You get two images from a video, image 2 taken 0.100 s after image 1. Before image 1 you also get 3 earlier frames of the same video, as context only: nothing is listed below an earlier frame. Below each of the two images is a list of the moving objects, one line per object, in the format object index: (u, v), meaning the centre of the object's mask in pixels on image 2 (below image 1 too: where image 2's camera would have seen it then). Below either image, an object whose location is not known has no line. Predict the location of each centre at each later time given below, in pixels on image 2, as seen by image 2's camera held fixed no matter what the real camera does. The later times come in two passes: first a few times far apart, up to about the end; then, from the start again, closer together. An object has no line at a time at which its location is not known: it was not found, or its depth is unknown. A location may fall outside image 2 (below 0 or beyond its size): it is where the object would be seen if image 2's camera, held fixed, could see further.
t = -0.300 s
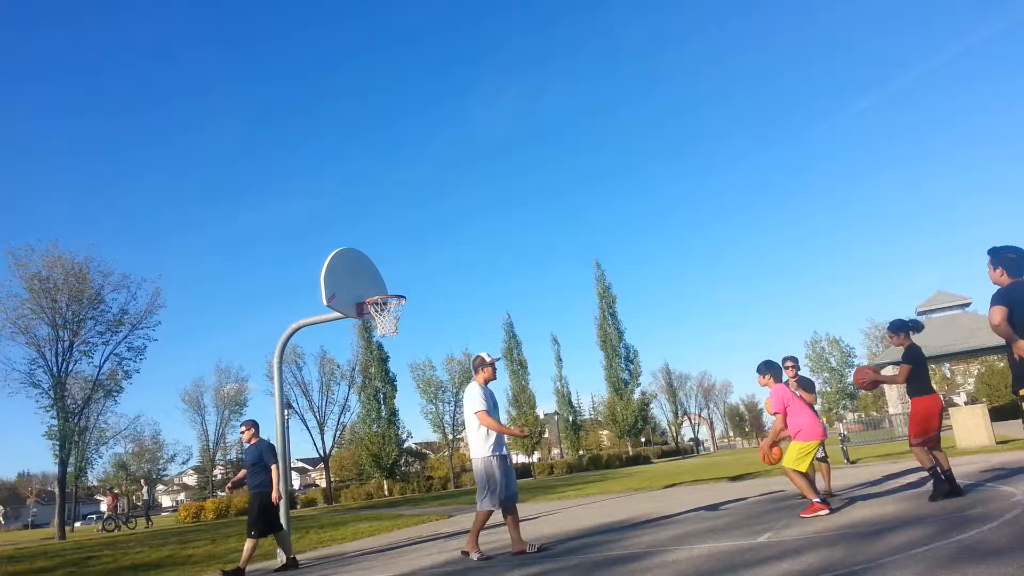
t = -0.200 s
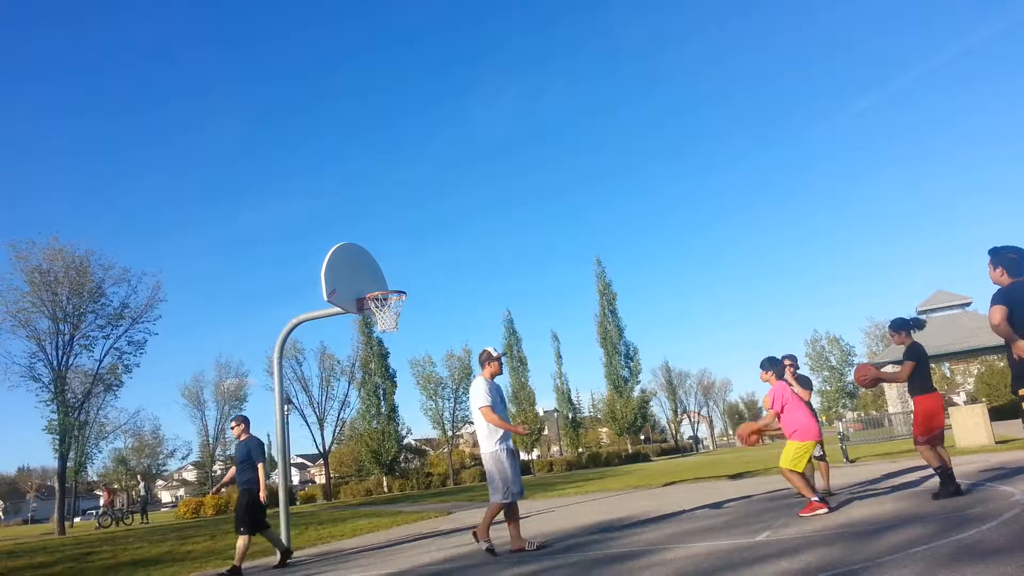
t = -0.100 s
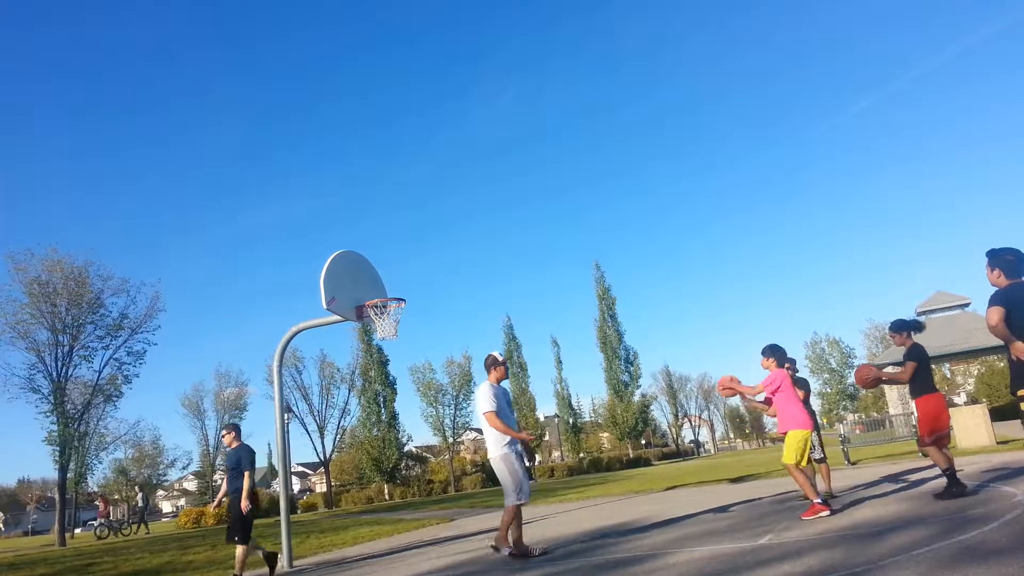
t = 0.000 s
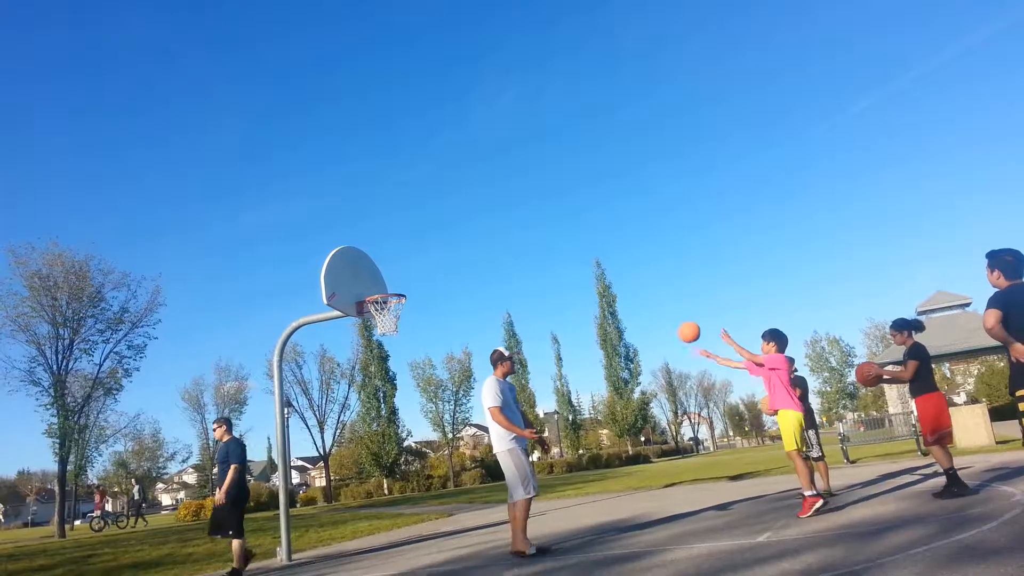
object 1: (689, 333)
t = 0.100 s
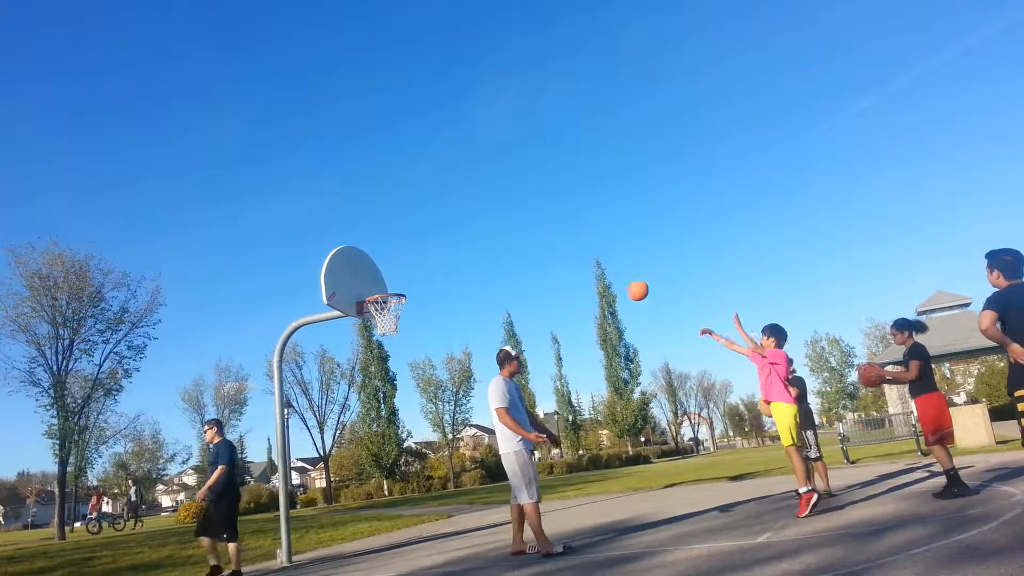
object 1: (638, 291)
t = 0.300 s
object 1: (549, 241)
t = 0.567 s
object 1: (454, 231)
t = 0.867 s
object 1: (368, 284)
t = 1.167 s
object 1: (396, 310)
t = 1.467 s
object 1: (383, 340)
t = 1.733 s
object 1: (377, 415)
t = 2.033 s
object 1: (375, 531)
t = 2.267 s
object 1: (358, 464)
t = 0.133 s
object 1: (622, 279)
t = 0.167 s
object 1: (606, 269)
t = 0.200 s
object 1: (591, 261)
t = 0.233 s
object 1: (577, 253)
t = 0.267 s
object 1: (563, 246)
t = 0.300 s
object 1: (549, 241)
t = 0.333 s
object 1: (536, 235)
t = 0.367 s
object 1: (524, 232)
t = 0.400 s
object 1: (511, 229)
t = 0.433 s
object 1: (499, 228)
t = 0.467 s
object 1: (487, 228)
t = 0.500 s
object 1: (476, 228)
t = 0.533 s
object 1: (465, 229)
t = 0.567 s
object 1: (454, 231)
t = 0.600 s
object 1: (443, 233)
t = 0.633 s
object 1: (432, 237)
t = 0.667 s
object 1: (422, 241)
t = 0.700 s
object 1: (412, 247)
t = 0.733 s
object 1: (403, 253)
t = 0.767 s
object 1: (393, 260)
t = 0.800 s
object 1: (384, 268)
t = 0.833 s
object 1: (375, 276)
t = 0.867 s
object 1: (368, 284)
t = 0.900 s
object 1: (371, 289)
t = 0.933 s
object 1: (379, 294)
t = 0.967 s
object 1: (387, 302)
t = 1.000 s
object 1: (397, 307)
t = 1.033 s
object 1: (400, 308)
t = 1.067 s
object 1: (402, 306)
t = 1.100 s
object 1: (400, 307)
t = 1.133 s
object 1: (398, 308)
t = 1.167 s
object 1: (396, 310)
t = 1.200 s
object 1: (395, 310)
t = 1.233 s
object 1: (395, 313)
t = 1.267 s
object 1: (391, 317)
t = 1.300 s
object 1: (389, 321)
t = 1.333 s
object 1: (387, 324)
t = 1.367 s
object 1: (386, 327)
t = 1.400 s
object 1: (384, 333)
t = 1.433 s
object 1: (383, 336)
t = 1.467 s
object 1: (383, 340)
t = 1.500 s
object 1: (381, 345)
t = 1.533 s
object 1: (381, 352)
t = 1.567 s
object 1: (380, 360)
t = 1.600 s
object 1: (379, 369)
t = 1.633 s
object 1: (379, 379)
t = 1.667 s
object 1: (378, 390)
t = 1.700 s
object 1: (377, 401)
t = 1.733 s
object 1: (377, 415)
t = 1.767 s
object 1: (377, 428)
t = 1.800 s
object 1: (378, 444)
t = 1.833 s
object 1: (377, 459)
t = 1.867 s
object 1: (377, 477)
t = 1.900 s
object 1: (377, 495)
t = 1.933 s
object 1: (377, 515)
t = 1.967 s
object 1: (379, 535)
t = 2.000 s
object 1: (378, 545)
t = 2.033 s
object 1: (375, 531)
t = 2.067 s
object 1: (373, 518)
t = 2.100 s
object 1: (369, 507)
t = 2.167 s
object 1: (365, 486)
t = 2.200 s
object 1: (363, 477)
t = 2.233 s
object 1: (361, 470)
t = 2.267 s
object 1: (358, 464)
